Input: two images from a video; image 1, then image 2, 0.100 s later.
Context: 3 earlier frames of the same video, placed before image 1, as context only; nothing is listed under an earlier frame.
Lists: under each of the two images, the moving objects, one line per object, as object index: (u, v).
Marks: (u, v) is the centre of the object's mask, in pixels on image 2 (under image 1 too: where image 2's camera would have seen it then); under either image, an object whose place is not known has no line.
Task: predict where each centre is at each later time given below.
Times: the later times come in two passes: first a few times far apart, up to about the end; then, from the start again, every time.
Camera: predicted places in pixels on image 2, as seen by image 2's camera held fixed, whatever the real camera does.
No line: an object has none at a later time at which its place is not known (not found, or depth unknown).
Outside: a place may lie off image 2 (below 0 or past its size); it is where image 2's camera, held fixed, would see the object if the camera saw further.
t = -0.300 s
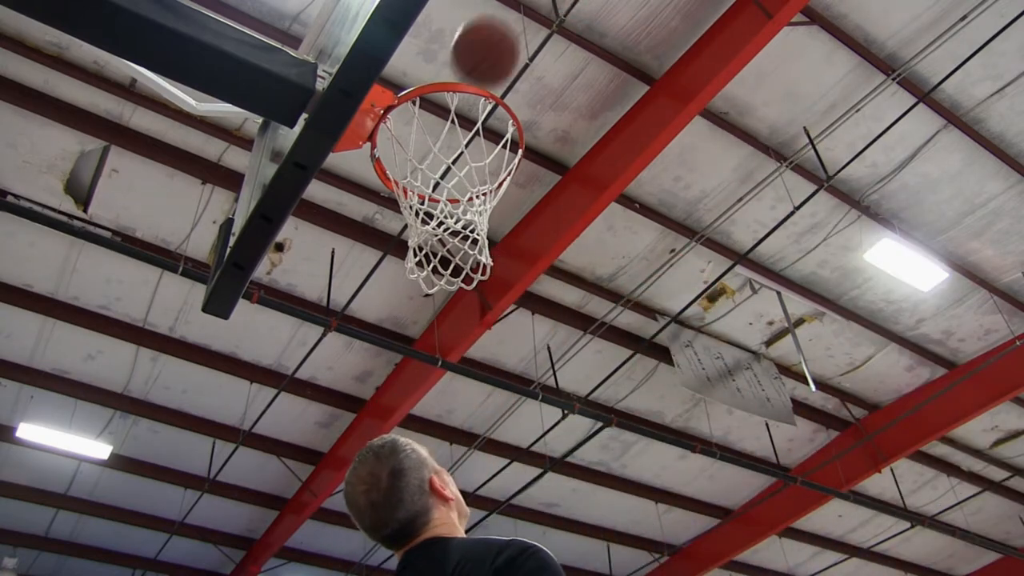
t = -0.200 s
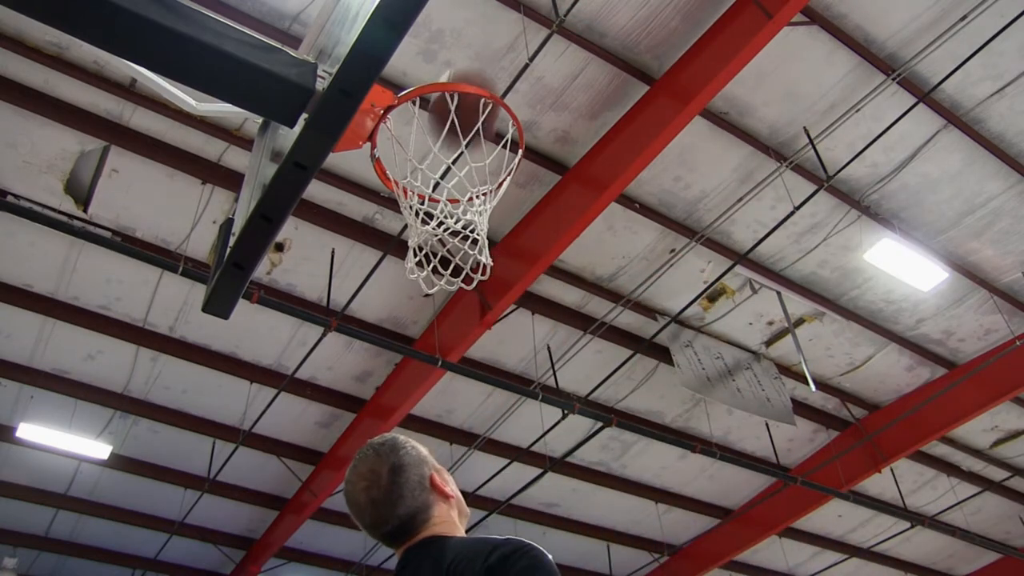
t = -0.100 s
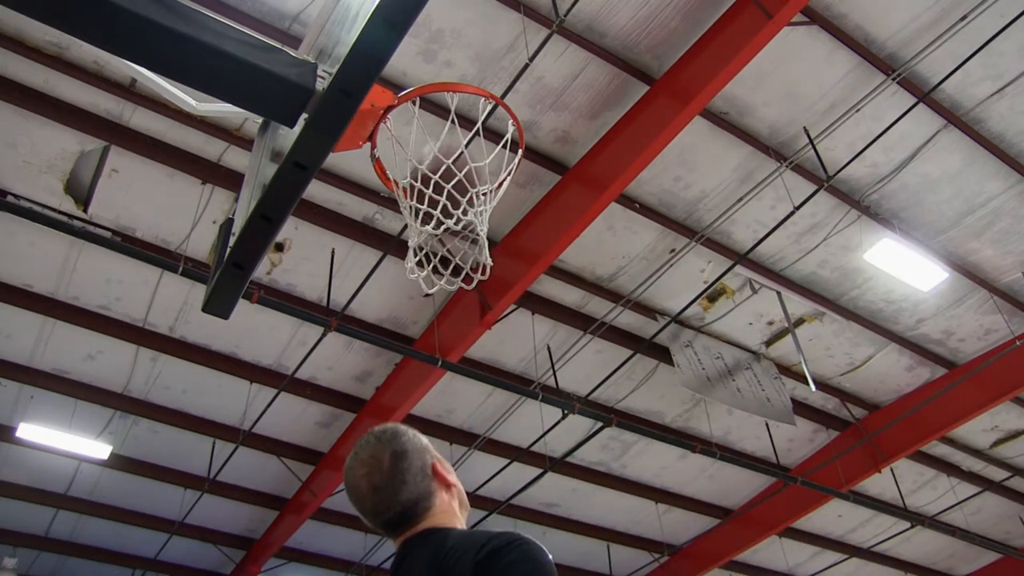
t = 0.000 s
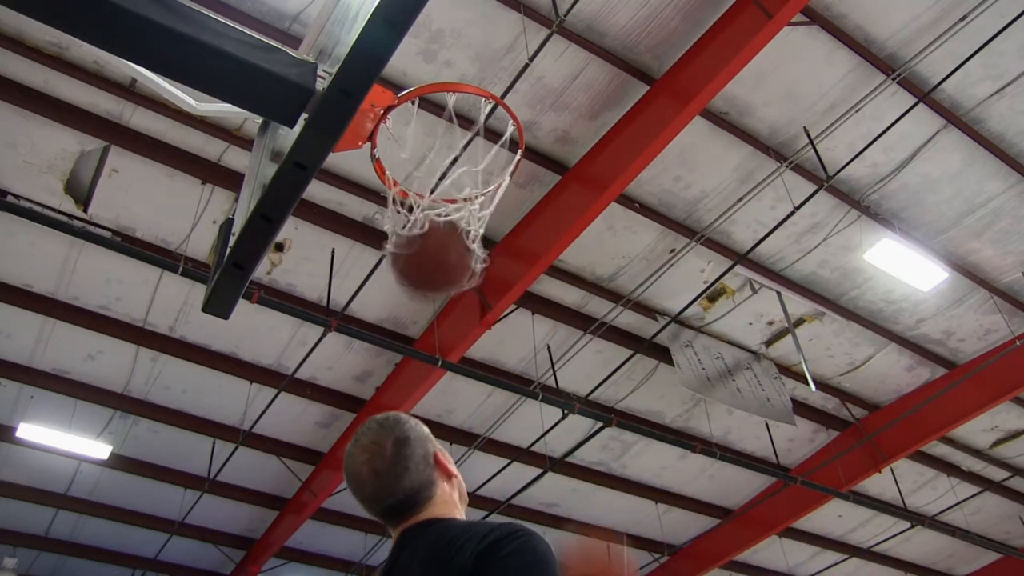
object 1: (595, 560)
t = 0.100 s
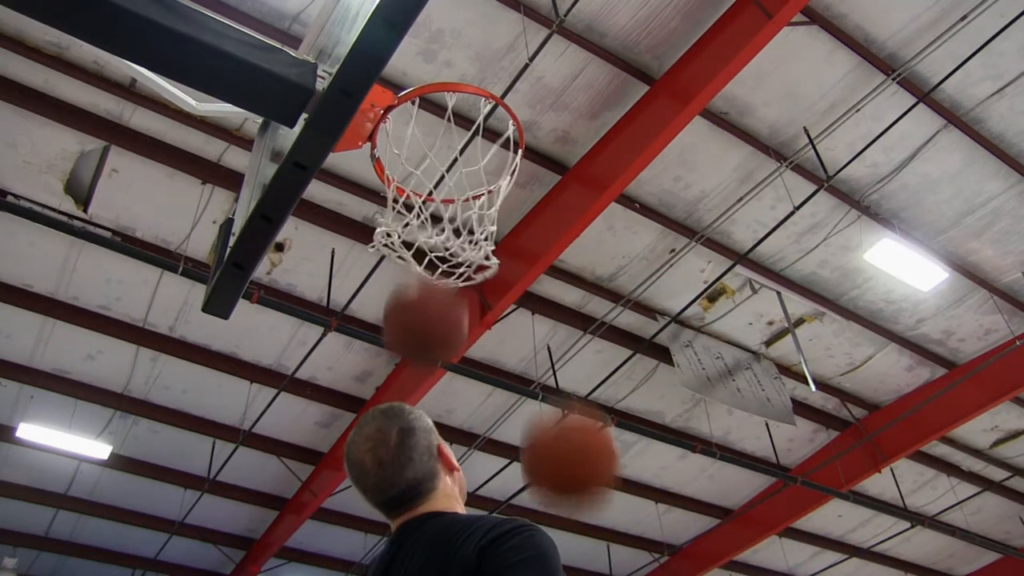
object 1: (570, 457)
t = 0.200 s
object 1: (553, 366)
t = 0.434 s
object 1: (525, 277)
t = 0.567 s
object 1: (515, 293)
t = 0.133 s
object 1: (565, 422)
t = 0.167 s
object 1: (558, 390)
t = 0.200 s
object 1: (553, 366)
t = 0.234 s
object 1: (548, 344)
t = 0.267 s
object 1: (543, 323)
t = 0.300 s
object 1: (538, 307)
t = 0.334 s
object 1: (534, 295)
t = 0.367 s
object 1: (531, 286)
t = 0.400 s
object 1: (528, 280)
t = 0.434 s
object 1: (525, 277)
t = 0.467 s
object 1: (522, 276)
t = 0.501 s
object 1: (519, 278)
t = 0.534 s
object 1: (517, 284)
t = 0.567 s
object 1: (515, 293)
